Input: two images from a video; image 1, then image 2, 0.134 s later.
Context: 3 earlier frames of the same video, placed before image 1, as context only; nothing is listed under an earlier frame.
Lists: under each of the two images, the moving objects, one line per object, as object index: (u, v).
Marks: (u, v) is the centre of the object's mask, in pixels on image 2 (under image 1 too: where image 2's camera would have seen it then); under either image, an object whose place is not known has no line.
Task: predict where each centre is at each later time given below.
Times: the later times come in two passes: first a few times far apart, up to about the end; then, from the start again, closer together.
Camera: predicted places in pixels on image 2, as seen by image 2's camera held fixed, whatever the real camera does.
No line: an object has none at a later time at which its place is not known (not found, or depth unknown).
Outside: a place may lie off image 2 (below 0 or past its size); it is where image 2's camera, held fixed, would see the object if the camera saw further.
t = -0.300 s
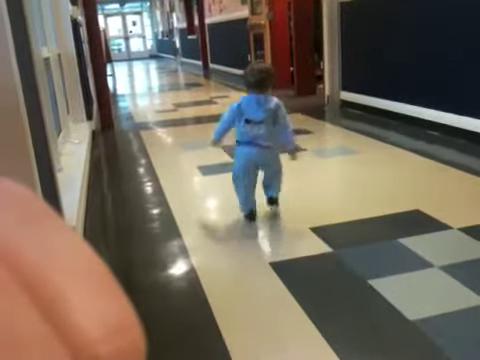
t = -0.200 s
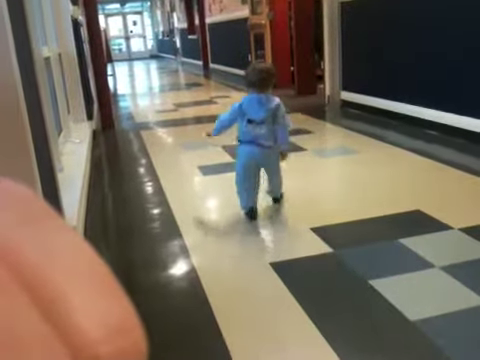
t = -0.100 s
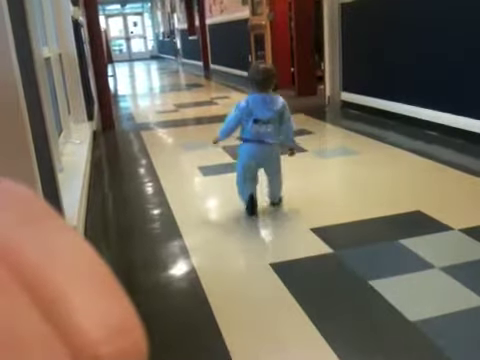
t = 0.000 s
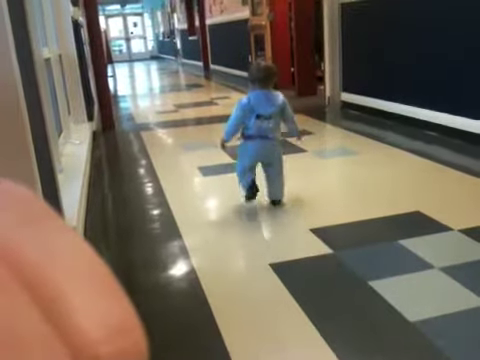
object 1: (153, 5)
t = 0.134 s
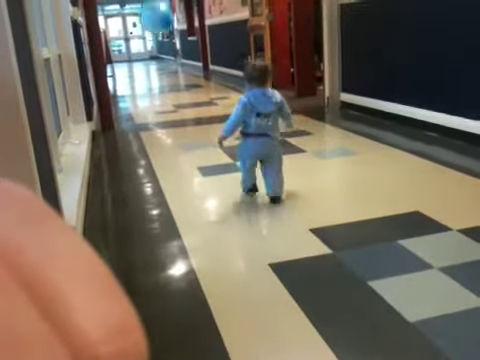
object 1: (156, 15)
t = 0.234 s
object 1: (157, 42)
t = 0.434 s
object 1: (165, 93)
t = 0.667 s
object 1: (175, 154)
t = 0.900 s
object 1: (175, 159)
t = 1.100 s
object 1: (172, 145)
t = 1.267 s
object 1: (171, 148)
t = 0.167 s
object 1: (157, 25)
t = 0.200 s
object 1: (157, 32)
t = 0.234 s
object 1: (157, 42)
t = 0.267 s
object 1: (161, 52)
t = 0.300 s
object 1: (160, 58)
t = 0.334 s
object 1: (160, 65)
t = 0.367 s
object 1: (162, 74)
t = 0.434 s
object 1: (165, 93)
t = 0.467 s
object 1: (165, 101)
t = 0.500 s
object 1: (167, 110)
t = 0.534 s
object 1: (167, 118)
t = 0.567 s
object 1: (169, 126)
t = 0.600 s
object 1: (170, 135)
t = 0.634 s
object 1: (173, 143)
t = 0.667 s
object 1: (175, 154)
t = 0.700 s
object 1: (176, 162)
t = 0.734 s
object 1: (177, 172)
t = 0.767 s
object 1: (178, 181)
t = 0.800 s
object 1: (177, 176)
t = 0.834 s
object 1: (176, 171)
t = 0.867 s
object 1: (175, 165)
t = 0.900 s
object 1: (175, 159)
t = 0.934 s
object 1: (174, 154)
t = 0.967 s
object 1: (174, 151)
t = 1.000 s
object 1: (174, 148)
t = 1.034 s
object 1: (173, 147)
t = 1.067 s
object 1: (172, 145)
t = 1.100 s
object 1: (172, 145)
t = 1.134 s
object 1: (171, 144)
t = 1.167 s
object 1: (171, 144)
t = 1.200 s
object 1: (171, 145)
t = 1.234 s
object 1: (171, 146)
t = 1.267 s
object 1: (171, 148)
